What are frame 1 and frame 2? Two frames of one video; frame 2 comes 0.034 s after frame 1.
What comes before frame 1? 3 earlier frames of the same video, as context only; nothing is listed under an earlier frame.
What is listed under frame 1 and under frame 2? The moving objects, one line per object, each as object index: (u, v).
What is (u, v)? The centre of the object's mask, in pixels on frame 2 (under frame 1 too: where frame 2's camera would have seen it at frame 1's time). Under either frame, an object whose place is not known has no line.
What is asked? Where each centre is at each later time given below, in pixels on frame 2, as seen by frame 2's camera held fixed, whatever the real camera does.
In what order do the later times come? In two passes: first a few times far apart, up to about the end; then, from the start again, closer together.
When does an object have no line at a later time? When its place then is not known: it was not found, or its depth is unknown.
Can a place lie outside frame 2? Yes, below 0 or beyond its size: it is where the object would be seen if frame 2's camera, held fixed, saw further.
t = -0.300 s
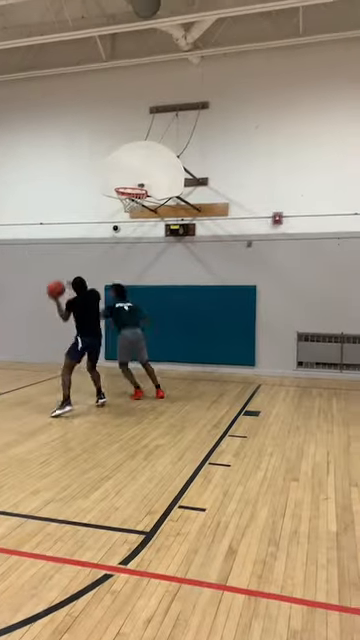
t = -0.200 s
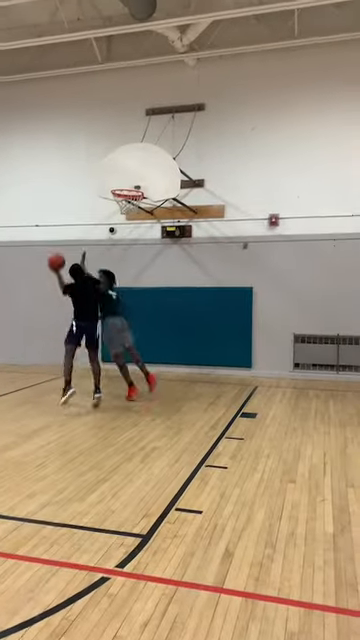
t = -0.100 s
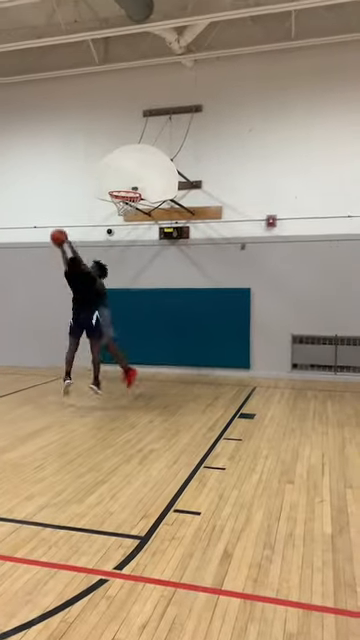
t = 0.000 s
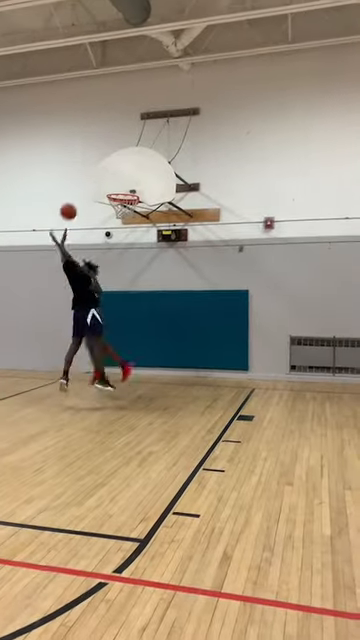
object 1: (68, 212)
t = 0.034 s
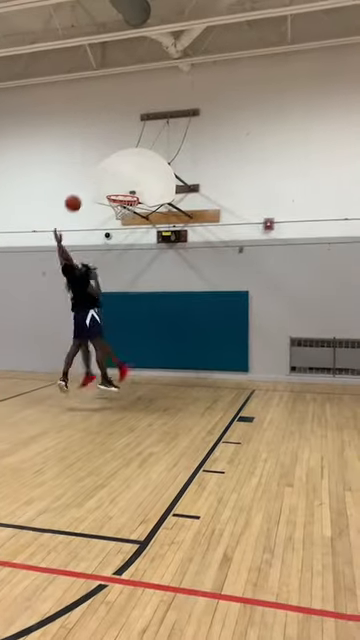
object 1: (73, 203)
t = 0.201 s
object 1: (96, 166)
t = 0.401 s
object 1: (125, 148)
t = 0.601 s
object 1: (154, 156)
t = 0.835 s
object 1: (187, 199)
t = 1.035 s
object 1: (214, 262)
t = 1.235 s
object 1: (240, 347)
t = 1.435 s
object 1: (257, 355)
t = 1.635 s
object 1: (265, 300)
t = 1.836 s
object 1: (273, 272)
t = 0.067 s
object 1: (77, 194)
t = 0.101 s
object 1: (82, 186)
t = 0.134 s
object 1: (87, 179)
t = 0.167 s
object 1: (92, 172)
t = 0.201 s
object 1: (96, 166)
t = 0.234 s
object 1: (101, 161)
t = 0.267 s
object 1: (106, 157)
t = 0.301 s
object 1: (111, 154)
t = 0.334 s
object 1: (116, 151)
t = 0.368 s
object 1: (121, 149)
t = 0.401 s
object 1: (125, 148)
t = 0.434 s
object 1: (130, 148)
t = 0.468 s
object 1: (135, 148)
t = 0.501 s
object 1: (140, 149)
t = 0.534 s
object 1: (145, 151)
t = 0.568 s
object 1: (150, 153)
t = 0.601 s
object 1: (154, 156)
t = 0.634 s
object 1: (159, 160)
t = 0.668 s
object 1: (164, 165)
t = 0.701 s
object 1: (169, 170)
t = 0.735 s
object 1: (173, 176)
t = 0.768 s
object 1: (178, 183)
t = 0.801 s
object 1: (183, 191)
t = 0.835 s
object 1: (187, 199)
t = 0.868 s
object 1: (192, 208)
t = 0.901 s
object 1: (196, 218)
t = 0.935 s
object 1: (201, 228)
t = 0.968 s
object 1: (206, 238)
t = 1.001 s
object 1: (210, 249)
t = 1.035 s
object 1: (214, 262)
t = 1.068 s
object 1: (219, 274)
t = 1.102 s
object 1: (223, 287)
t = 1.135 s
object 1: (227, 301)
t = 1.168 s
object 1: (232, 316)
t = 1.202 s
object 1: (236, 331)
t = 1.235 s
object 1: (240, 347)
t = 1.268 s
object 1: (244, 363)
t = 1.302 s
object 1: (249, 381)
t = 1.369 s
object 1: (254, 379)
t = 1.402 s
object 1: (255, 367)
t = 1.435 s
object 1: (257, 355)
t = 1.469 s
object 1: (258, 344)
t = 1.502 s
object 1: (259, 334)
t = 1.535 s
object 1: (260, 324)
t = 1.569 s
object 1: (262, 316)
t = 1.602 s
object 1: (263, 308)
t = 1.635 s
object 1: (265, 300)
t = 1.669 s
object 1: (266, 294)
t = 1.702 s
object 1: (267, 288)
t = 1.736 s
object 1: (269, 283)
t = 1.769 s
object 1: (270, 279)
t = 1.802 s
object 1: (271, 275)
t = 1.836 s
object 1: (273, 272)
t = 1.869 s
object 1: (274, 270)
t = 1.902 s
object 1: (275, 269)
